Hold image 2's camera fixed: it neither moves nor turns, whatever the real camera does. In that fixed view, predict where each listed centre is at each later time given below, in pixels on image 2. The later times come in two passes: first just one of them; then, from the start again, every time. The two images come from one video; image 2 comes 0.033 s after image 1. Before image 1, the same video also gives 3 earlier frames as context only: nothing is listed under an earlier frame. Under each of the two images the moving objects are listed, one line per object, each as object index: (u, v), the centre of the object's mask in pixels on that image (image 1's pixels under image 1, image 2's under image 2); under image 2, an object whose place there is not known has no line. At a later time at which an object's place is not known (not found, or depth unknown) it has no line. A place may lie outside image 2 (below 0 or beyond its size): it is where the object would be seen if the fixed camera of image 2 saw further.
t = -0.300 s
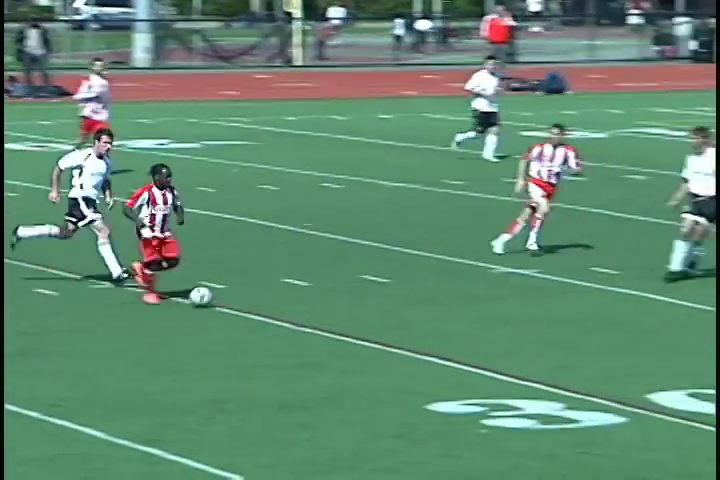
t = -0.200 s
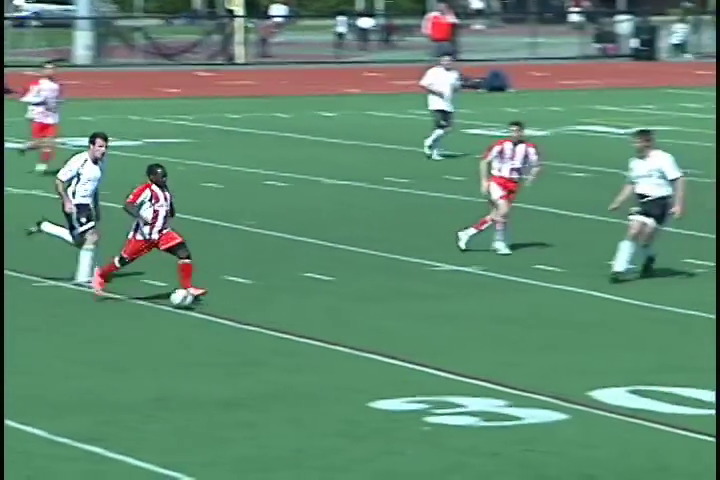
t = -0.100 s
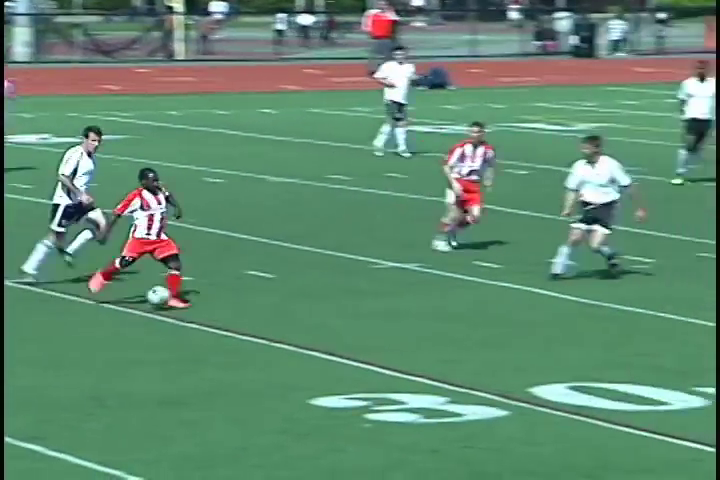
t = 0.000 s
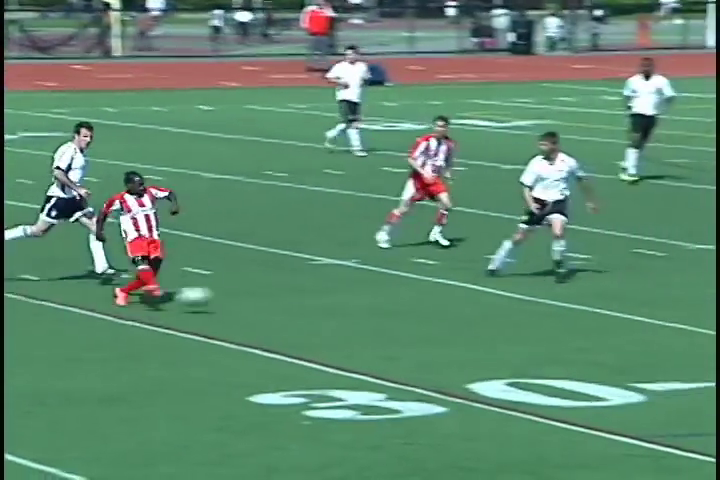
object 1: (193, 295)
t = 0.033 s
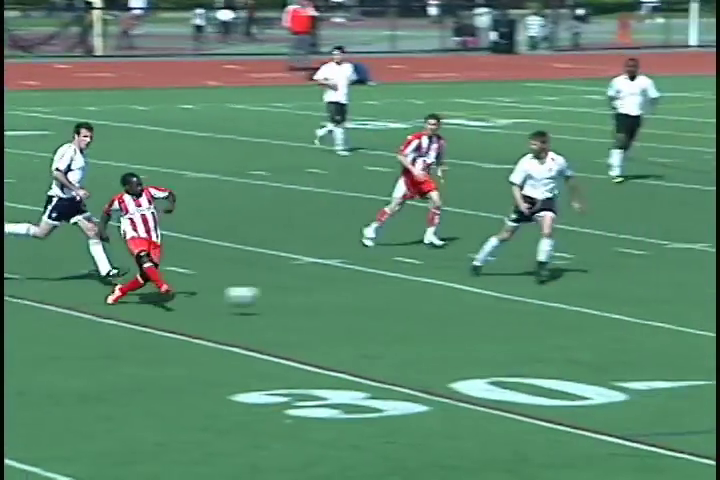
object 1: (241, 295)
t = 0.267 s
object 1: (686, 320)
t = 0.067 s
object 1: (305, 296)
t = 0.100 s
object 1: (370, 299)
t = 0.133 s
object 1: (436, 304)
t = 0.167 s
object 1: (499, 310)
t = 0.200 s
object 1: (566, 318)
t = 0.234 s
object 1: (625, 320)
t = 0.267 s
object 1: (686, 320)
